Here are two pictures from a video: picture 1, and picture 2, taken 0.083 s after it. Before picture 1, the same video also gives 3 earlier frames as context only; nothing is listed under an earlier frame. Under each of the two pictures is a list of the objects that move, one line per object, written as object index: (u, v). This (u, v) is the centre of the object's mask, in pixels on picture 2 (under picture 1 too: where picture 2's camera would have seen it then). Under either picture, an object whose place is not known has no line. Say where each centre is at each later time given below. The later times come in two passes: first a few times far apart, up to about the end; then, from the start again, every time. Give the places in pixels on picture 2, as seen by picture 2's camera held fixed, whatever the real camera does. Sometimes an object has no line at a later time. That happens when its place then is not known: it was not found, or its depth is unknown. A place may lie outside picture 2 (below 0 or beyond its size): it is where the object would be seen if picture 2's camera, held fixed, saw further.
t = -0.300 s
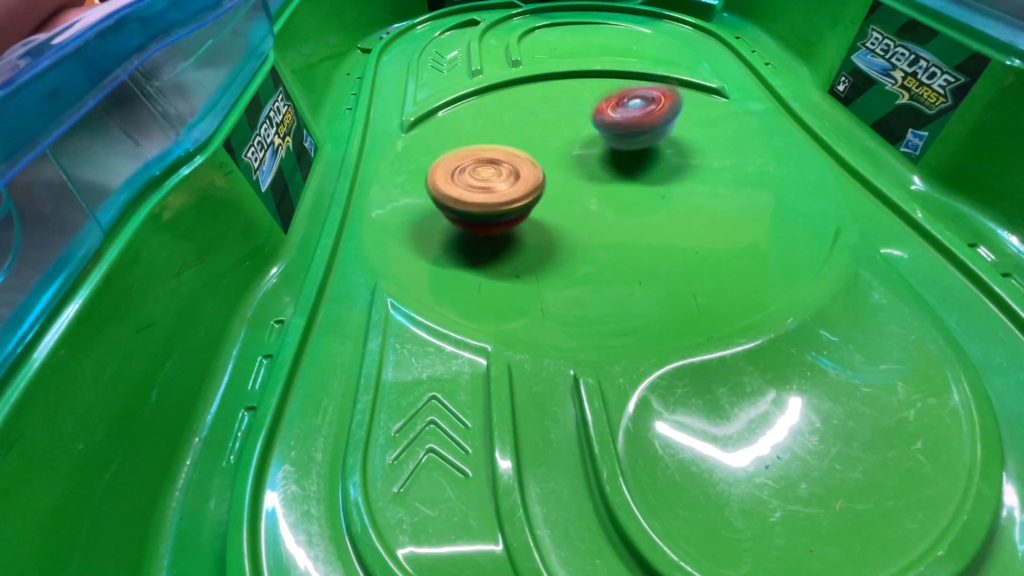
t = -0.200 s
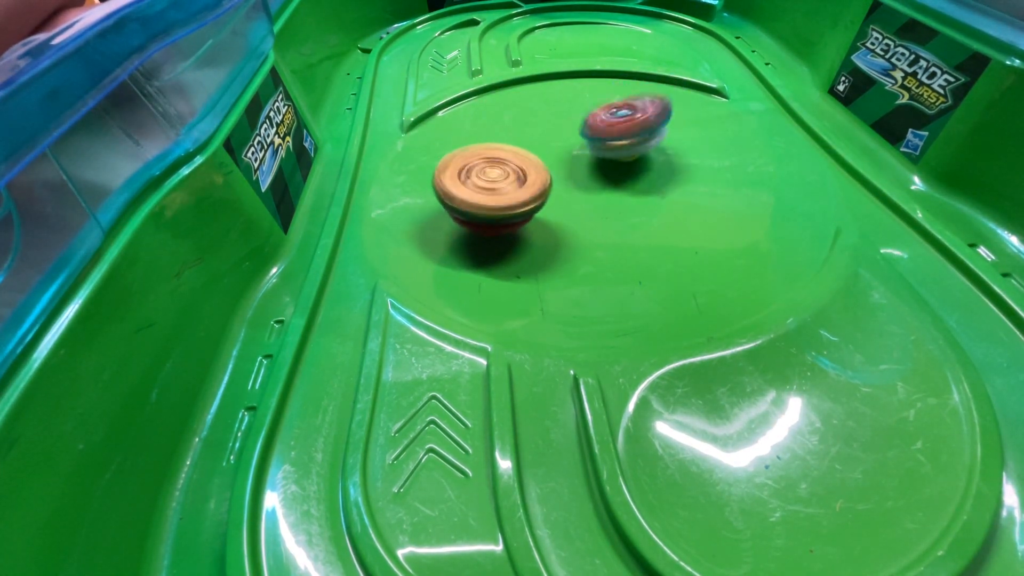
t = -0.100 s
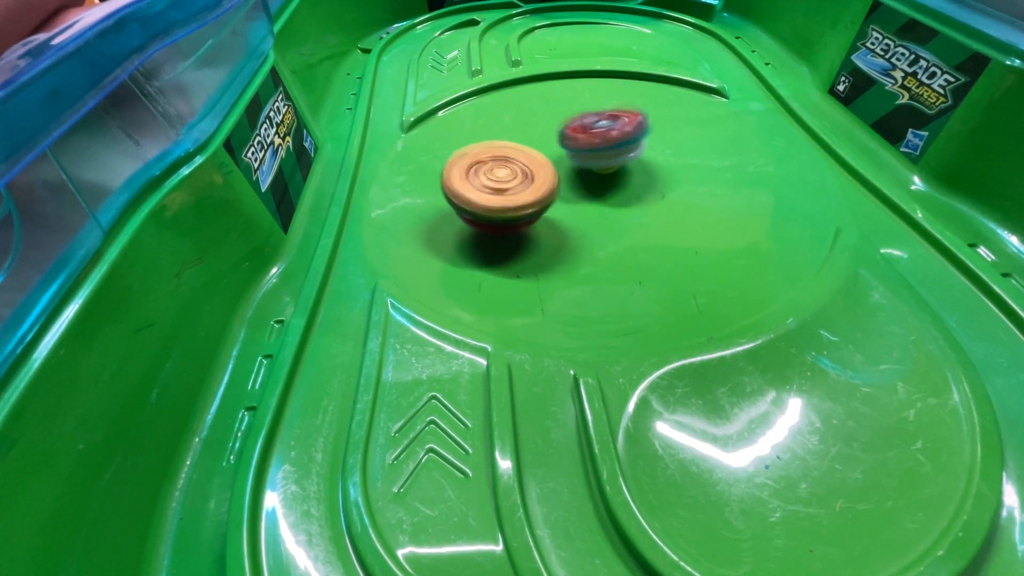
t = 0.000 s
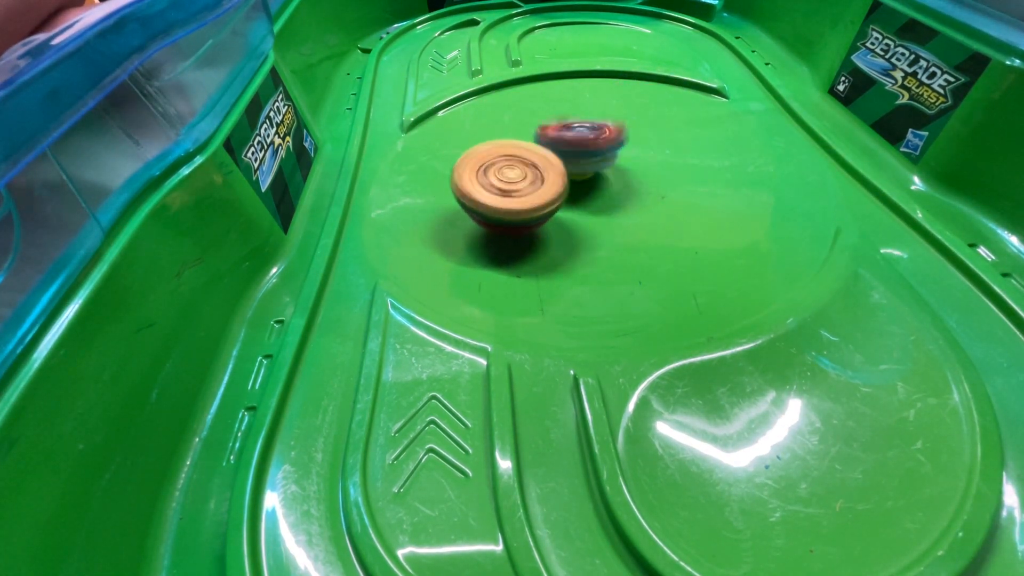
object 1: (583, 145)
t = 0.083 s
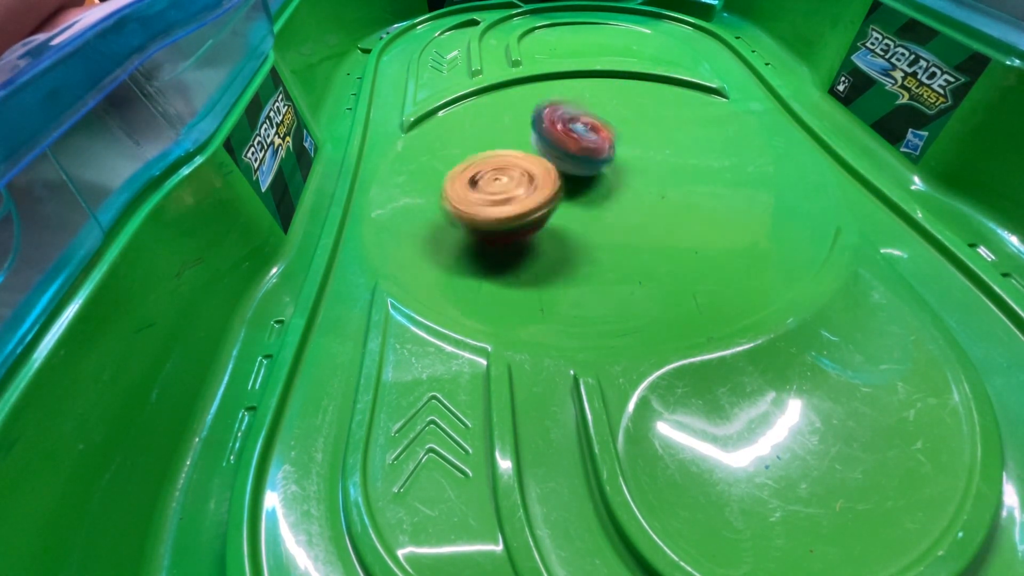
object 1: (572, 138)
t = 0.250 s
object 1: (602, 106)
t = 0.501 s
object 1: (639, 107)
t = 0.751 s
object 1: (620, 151)
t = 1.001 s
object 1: (535, 150)
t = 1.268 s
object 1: (519, 117)
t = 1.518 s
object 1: (559, 121)
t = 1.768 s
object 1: (574, 162)
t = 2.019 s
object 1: (509, 181)
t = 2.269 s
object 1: (479, 157)
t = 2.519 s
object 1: (535, 153)
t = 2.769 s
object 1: (493, 168)
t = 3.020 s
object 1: (467, 166)
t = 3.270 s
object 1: (520, 177)
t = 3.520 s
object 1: (529, 125)
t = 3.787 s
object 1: (488, 154)
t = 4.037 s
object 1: (490, 165)
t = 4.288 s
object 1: (524, 155)
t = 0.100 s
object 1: (577, 134)
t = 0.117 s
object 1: (582, 131)
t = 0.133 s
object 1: (584, 127)
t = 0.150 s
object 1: (588, 122)
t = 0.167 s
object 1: (590, 119)
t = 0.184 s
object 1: (592, 117)
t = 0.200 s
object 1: (595, 114)
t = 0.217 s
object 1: (597, 110)
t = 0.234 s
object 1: (599, 108)
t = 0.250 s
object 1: (602, 106)
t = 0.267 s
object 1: (605, 105)
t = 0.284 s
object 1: (608, 103)
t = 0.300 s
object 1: (612, 101)
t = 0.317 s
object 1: (615, 100)
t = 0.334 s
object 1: (619, 99)
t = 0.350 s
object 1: (621, 100)
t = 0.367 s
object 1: (623, 99)
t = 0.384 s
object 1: (625, 99)
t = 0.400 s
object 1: (628, 99)
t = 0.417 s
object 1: (631, 100)
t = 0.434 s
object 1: (632, 101)
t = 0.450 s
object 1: (634, 102)
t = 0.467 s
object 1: (635, 103)
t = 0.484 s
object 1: (638, 105)
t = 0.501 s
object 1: (639, 107)
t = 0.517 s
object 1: (640, 109)
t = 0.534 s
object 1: (640, 112)
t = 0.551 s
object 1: (642, 114)
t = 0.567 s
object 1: (642, 117)
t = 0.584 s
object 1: (642, 118)
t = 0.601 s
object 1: (642, 123)
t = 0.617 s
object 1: (641, 126)
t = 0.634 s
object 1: (639, 130)
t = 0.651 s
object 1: (637, 134)
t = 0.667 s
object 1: (635, 137)
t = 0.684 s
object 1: (633, 140)
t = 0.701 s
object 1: (631, 143)
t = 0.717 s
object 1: (626, 146)
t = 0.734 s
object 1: (623, 149)
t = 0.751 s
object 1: (620, 151)
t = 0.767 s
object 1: (616, 154)
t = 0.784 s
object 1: (611, 155)
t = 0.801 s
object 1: (607, 156)
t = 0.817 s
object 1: (603, 156)
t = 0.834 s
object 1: (600, 154)
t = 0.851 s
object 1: (593, 151)
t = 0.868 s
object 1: (583, 149)
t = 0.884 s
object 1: (578, 150)
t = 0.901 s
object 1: (575, 150)
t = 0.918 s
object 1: (569, 150)
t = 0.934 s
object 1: (559, 149)
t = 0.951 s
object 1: (551, 149)
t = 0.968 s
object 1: (545, 149)
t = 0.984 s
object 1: (540, 149)
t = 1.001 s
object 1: (535, 150)
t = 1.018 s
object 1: (531, 149)
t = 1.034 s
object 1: (530, 149)
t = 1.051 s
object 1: (528, 148)
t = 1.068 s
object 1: (526, 146)
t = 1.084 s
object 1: (524, 144)
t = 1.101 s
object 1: (522, 141)
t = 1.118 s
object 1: (520, 138)
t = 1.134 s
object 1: (518, 136)
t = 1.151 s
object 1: (517, 133)
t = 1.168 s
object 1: (515, 129)
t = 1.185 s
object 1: (514, 126)
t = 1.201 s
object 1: (514, 124)
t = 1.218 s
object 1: (516, 123)
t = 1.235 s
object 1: (516, 121)
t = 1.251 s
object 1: (518, 118)
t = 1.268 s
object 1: (519, 117)
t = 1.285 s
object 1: (520, 116)
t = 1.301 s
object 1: (523, 115)
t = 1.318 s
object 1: (525, 114)
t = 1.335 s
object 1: (527, 113)
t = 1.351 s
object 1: (529, 112)
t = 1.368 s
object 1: (532, 111)
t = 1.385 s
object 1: (534, 112)
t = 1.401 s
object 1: (537, 112)
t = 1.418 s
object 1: (539, 113)
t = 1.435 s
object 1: (542, 113)
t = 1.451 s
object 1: (547, 114)
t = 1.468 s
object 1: (550, 115)
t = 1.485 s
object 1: (554, 117)
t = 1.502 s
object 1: (556, 119)
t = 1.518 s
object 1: (559, 121)
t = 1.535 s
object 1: (562, 124)
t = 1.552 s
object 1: (565, 125)
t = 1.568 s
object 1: (568, 127)
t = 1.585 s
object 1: (571, 130)
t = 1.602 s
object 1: (574, 133)
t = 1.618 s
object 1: (575, 136)
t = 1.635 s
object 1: (577, 139)
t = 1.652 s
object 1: (577, 142)
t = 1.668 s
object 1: (578, 145)
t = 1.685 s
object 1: (579, 148)
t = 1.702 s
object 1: (577, 151)
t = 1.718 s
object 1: (578, 154)
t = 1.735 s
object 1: (577, 156)
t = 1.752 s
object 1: (577, 159)
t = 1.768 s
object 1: (574, 162)
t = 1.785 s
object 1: (571, 164)
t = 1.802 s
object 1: (568, 167)
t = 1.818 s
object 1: (566, 170)
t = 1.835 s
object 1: (562, 173)
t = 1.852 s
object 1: (557, 176)
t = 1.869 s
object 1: (553, 178)
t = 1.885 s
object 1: (549, 179)
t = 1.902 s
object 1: (545, 181)
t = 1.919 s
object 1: (540, 182)
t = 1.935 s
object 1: (535, 182)
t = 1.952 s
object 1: (530, 183)
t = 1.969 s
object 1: (526, 183)
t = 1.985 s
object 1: (521, 183)
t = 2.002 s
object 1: (515, 183)
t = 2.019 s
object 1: (509, 181)
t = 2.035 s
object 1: (505, 180)
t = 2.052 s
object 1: (501, 179)
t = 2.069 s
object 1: (496, 178)
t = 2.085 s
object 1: (490, 176)
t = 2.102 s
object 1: (487, 174)
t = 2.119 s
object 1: (484, 172)
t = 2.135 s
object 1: (482, 171)
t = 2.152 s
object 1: (480, 170)
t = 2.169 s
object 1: (478, 167)
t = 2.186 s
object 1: (477, 164)
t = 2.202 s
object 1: (476, 163)
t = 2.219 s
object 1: (476, 162)
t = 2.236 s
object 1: (477, 161)
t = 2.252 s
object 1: (477, 159)
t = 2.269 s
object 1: (479, 157)
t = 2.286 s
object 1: (480, 156)
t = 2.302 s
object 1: (482, 154)
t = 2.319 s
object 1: (484, 154)
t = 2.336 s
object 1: (487, 152)
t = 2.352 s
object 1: (491, 152)
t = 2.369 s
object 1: (493, 151)
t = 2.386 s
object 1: (498, 150)
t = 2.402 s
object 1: (502, 151)
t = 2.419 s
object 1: (507, 149)
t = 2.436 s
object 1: (513, 150)
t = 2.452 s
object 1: (517, 150)
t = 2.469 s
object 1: (523, 151)
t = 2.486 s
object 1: (527, 152)
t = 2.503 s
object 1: (531, 152)
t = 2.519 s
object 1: (535, 153)
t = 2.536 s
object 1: (538, 154)
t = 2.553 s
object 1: (543, 154)
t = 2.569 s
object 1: (547, 156)
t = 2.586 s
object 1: (551, 158)
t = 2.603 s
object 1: (554, 160)
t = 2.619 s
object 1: (556, 161)
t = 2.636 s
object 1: (559, 162)
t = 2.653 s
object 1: (560, 164)
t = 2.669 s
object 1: (550, 166)
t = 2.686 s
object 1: (540, 167)
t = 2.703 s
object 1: (529, 163)
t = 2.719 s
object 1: (518, 163)
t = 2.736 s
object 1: (509, 166)
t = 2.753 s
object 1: (500, 169)
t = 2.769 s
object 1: (493, 168)
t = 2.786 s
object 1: (486, 169)
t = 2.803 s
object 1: (482, 170)
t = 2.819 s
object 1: (479, 170)
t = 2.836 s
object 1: (477, 170)
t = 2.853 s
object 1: (473, 170)
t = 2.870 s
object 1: (470, 170)
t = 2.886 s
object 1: (468, 169)
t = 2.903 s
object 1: (466, 169)
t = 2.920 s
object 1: (465, 168)
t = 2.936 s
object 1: (465, 168)
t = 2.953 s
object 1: (464, 167)
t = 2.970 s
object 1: (465, 167)
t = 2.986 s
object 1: (464, 166)
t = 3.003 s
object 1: (466, 165)
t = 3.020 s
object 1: (467, 166)
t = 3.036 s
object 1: (468, 167)
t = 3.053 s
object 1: (468, 168)
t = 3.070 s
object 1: (470, 168)
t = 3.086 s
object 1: (472, 170)
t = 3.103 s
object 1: (473, 170)
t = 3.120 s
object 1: (475, 170)
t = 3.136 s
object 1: (478, 171)
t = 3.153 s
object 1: (482, 171)
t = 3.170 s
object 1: (486, 171)
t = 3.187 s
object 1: (490, 172)
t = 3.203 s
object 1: (496, 173)
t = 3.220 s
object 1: (501, 175)
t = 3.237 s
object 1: (507, 176)
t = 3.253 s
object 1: (512, 176)
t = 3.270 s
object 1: (520, 177)
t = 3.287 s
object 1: (528, 177)
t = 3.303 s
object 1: (535, 177)
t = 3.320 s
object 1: (540, 176)
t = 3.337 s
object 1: (541, 171)
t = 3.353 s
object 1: (538, 167)
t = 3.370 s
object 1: (536, 161)
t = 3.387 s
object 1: (536, 155)
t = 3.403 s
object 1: (536, 147)
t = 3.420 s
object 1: (535, 141)
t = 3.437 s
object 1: (534, 135)
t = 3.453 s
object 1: (533, 131)
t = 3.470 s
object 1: (532, 127)
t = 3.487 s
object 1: (531, 125)
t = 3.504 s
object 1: (530, 124)
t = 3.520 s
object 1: (529, 125)
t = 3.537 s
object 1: (527, 125)
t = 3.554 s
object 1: (524, 126)
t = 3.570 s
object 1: (522, 128)
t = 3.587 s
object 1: (518, 131)
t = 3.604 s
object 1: (515, 134)
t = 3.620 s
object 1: (510, 139)
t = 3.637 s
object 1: (506, 147)
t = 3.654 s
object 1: (503, 148)
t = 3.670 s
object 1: (500, 150)
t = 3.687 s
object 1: (498, 151)
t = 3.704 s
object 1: (496, 152)
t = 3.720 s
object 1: (494, 152)
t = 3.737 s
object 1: (492, 153)
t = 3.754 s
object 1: (491, 153)
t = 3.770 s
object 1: (489, 154)
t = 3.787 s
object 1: (488, 154)
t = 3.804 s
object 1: (488, 155)
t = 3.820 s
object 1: (487, 155)
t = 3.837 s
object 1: (486, 155)
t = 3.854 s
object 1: (486, 156)
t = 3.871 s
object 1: (486, 156)
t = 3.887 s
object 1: (486, 157)
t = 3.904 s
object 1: (485, 157)
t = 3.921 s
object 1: (485, 158)
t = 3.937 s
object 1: (485, 159)
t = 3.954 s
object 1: (486, 159)
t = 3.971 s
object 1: (486, 160)
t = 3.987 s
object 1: (487, 161)
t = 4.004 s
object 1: (488, 162)
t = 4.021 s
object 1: (489, 164)
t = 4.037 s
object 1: (490, 165)
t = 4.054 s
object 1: (492, 168)
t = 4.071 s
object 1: (495, 169)
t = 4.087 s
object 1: (499, 169)
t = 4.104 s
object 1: (503, 169)
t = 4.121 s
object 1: (508, 170)
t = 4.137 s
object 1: (513, 169)
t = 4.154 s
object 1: (518, 168)
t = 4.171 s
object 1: (521, 167)
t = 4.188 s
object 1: (524, 165)
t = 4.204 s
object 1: (526, 163)
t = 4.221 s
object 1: (527, 161)
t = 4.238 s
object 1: (527, 160)
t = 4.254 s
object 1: (527, 158)
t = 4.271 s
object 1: (526, 157)
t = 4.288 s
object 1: (524, 155)
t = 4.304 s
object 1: (522, 153)
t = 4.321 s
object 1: (520, 153)
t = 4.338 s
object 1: (518, 152)
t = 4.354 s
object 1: (517, 151)
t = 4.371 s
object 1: (516, 151)
